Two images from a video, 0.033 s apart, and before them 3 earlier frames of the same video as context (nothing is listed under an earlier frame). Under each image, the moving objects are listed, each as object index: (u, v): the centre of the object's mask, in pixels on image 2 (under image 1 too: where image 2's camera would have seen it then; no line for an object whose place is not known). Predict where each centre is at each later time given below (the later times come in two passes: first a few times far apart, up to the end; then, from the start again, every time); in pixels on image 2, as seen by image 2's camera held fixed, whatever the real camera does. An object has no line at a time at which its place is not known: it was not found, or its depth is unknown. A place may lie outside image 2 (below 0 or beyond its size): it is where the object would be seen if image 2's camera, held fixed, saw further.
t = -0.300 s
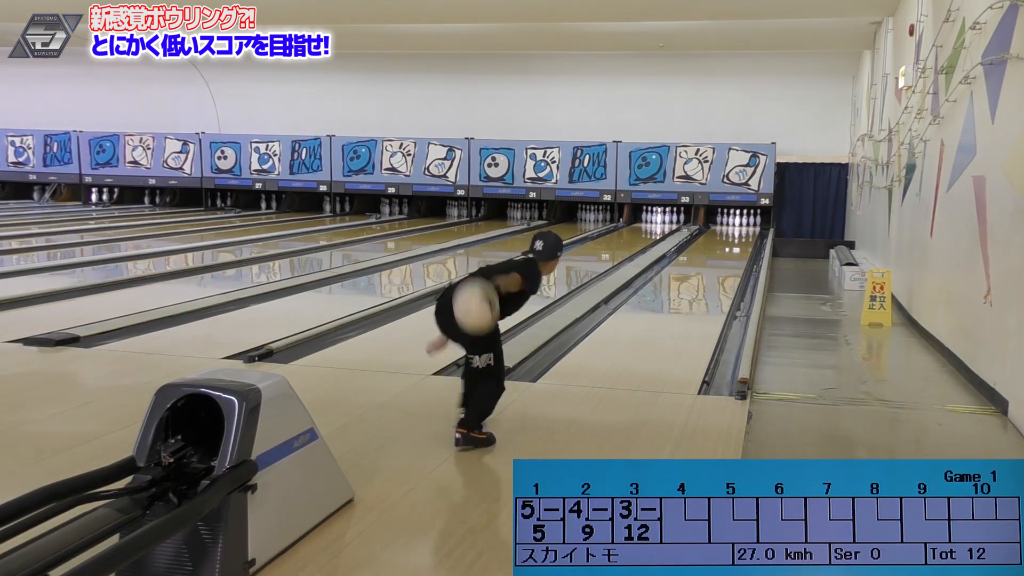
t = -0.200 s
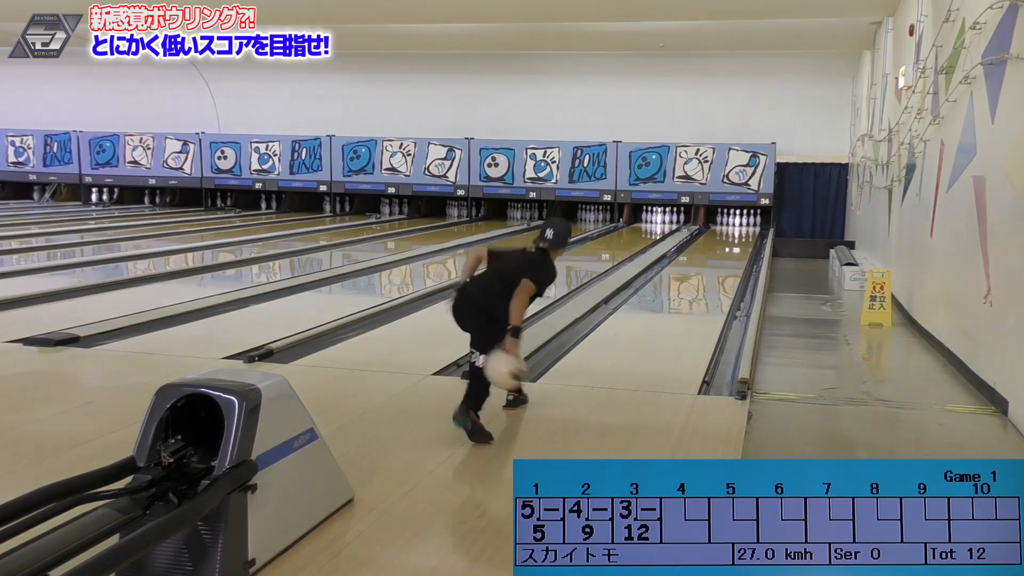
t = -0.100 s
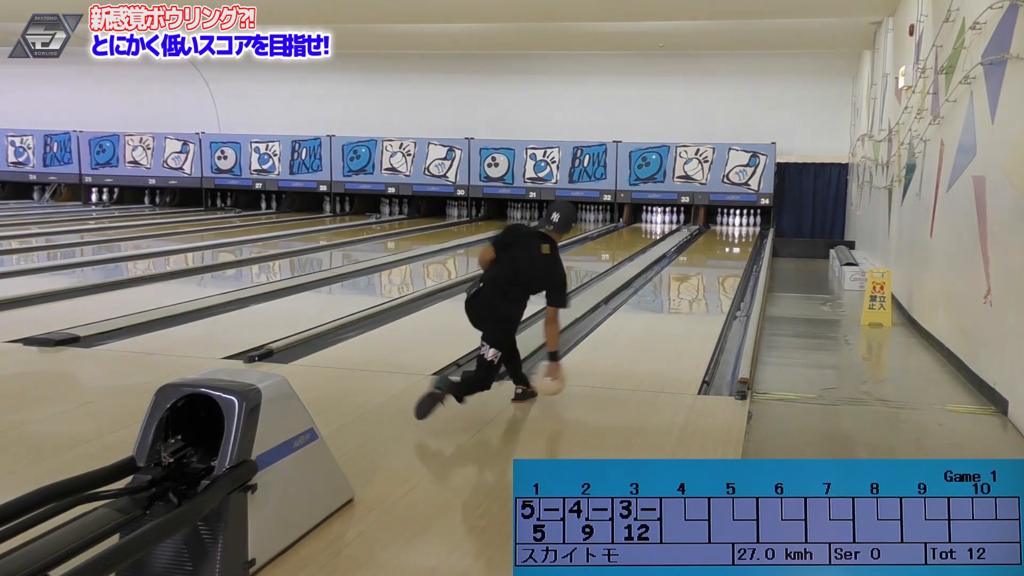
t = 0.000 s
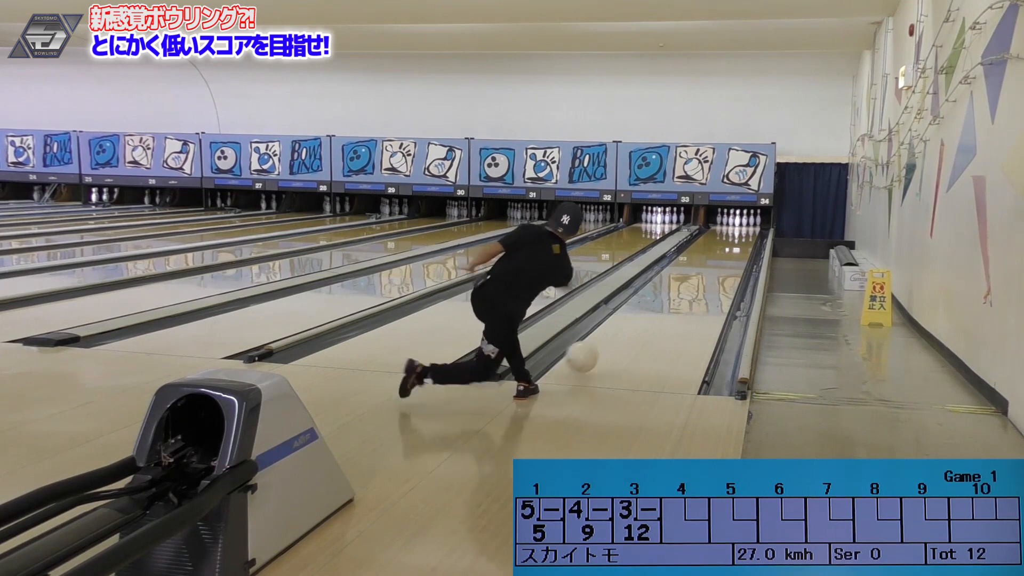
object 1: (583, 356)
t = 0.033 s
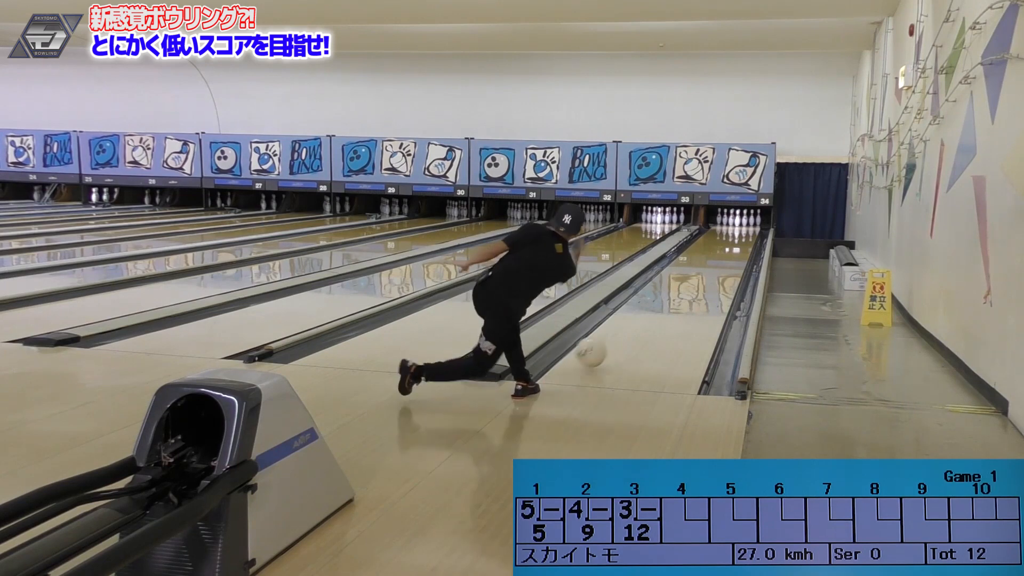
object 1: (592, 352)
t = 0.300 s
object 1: (646, 312)
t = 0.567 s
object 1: (682, 286)
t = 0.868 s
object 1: (708, 265)
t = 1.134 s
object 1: (724, 252)
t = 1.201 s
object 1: (728, 249)
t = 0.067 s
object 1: (599, 349)
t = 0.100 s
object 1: (607, 342)
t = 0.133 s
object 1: (615, 337)
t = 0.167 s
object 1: (623, 332)
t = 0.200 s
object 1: (629, 327)
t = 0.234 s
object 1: (635, 321)
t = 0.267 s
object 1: (641, 317)
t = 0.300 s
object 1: (646, 312)
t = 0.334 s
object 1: (652, 308)
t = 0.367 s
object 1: (657, 305)
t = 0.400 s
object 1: (661, 302)
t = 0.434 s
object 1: (666, 298)
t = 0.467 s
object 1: (670, 295)
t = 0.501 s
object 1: (674, 291)
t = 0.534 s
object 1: (678, 289)
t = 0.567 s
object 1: (682, 286)
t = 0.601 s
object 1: (685, 283)
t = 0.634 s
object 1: (688, 281)
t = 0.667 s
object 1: (691, 279)
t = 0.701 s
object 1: (694, 276)
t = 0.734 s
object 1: (698, 273)
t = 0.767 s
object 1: (700, 271)
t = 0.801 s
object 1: (703, 269)
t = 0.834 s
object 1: (705, 267)
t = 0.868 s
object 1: (708, 265)
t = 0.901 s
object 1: (710, 263)
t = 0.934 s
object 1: (712, 261)
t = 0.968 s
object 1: (714, 260)
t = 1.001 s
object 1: (717, 258)
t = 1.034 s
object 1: (719, 256)
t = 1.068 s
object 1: (720, 255)
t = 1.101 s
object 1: (722, 253)
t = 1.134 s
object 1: (724, 252)
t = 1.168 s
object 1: (726, 251)
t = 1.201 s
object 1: (728, 249)
